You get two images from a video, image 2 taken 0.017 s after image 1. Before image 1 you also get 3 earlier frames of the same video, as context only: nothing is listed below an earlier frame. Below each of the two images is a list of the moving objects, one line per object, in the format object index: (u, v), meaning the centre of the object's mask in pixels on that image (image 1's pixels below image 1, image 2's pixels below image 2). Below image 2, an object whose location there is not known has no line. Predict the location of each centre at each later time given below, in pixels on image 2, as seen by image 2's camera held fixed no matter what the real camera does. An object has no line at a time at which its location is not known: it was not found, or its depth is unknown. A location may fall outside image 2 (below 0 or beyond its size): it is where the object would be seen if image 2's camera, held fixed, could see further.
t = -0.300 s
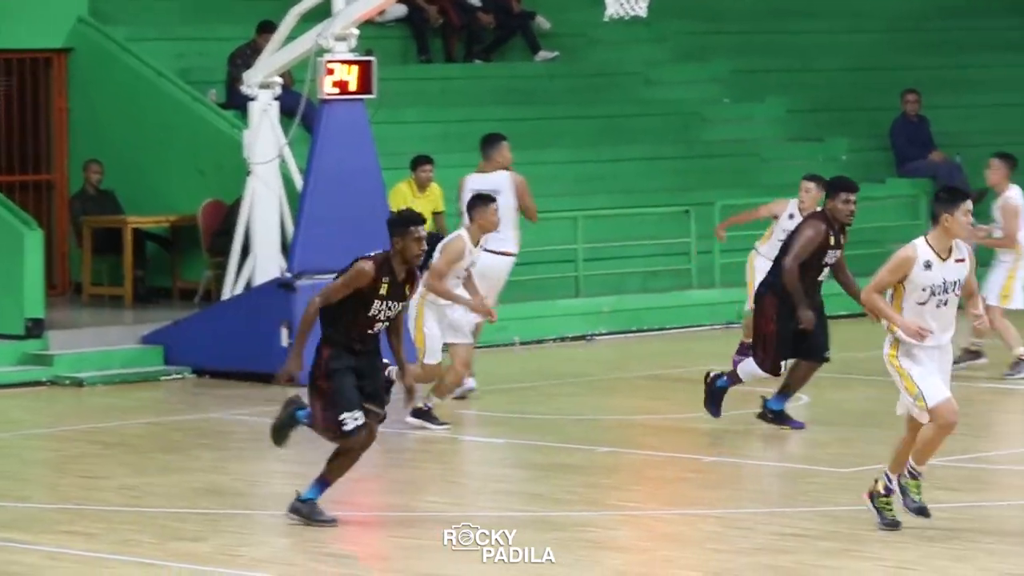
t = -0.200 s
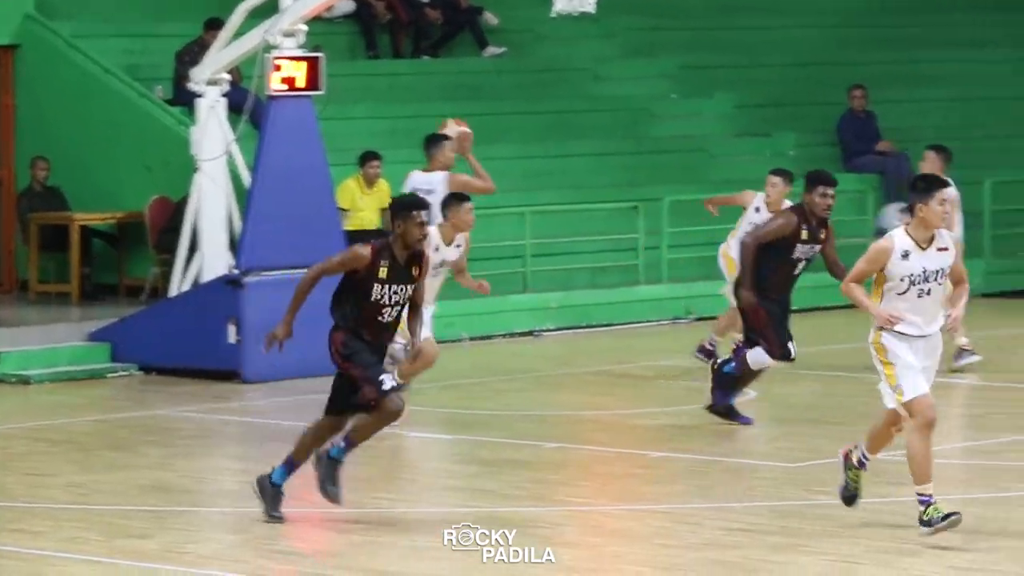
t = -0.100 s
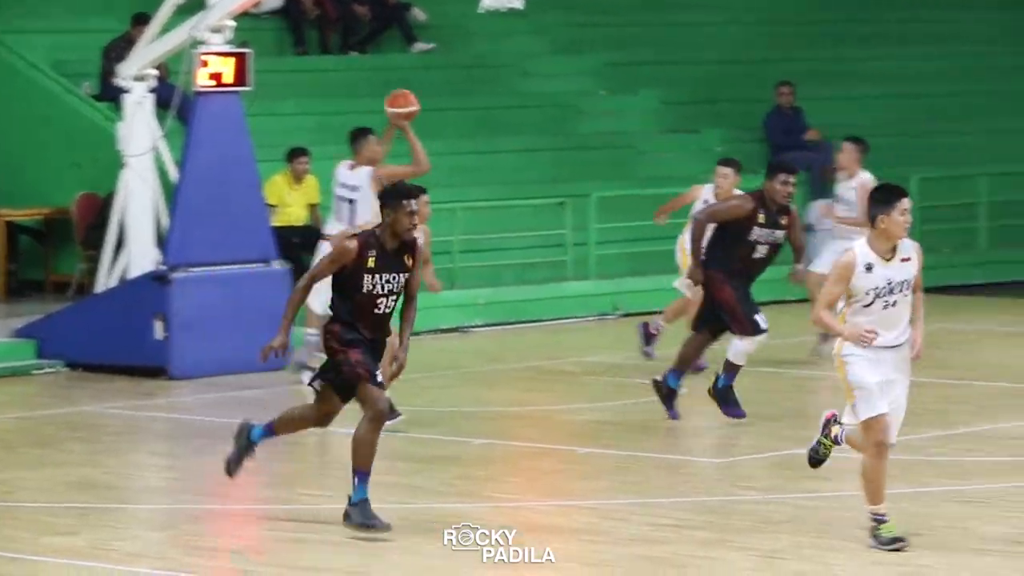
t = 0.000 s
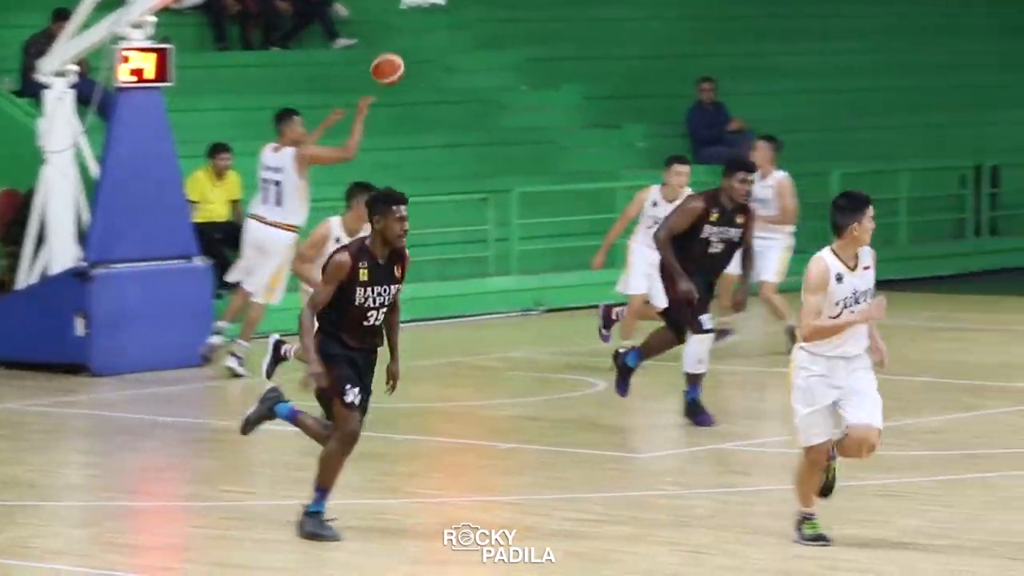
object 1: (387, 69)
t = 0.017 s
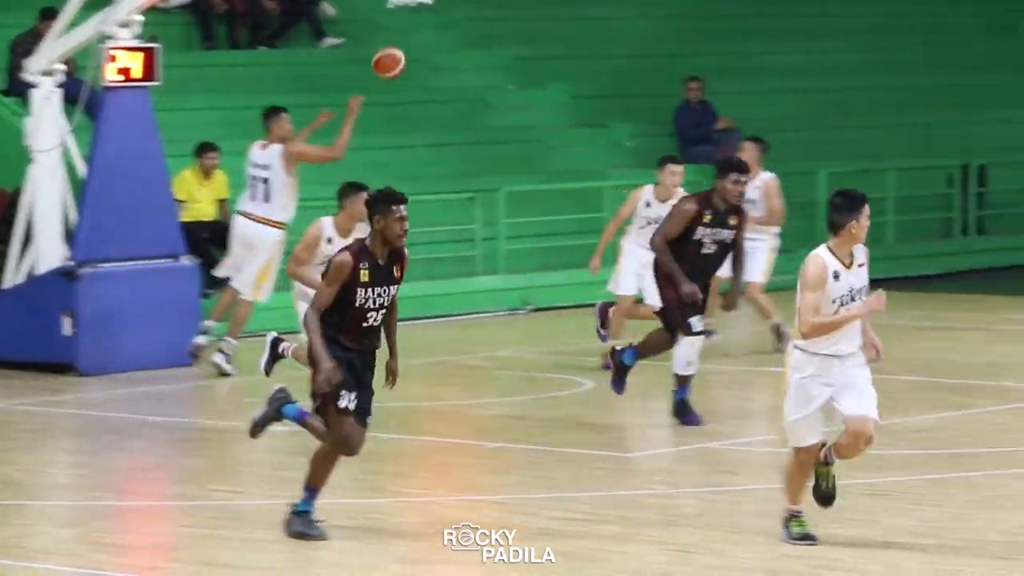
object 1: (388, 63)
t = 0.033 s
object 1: (401, 57)
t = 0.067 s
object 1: (426, 48)
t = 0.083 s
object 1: (439, 44)
